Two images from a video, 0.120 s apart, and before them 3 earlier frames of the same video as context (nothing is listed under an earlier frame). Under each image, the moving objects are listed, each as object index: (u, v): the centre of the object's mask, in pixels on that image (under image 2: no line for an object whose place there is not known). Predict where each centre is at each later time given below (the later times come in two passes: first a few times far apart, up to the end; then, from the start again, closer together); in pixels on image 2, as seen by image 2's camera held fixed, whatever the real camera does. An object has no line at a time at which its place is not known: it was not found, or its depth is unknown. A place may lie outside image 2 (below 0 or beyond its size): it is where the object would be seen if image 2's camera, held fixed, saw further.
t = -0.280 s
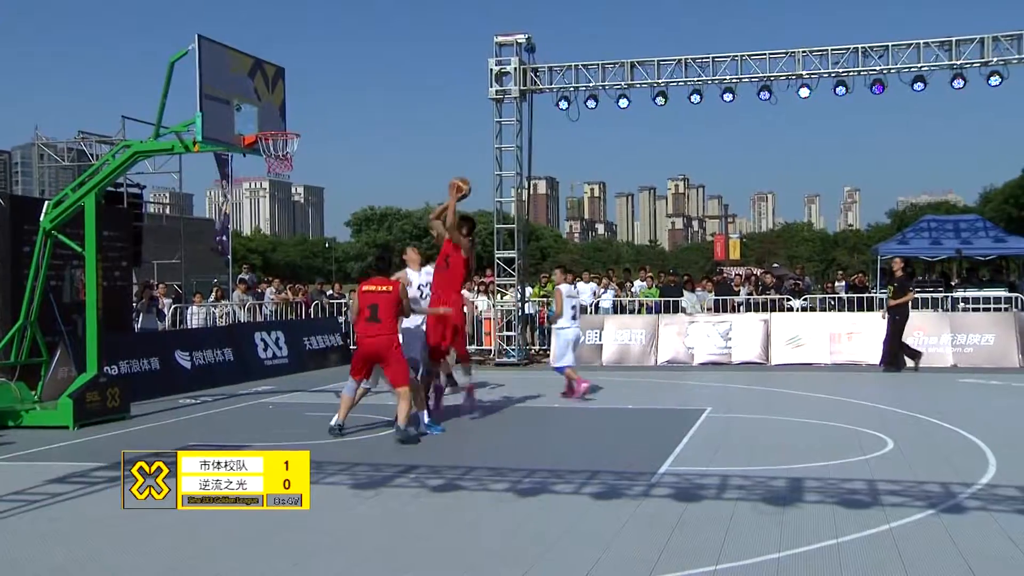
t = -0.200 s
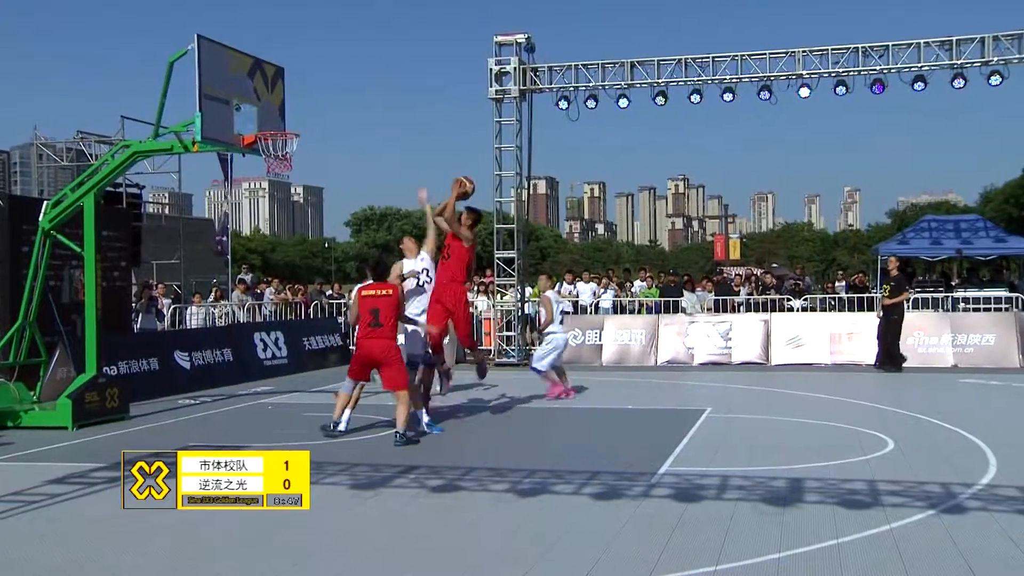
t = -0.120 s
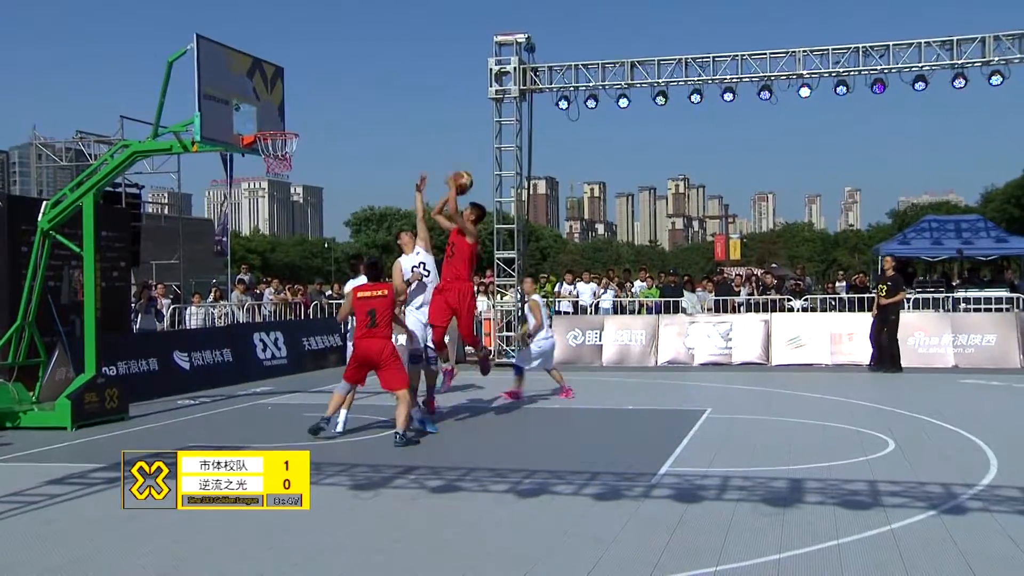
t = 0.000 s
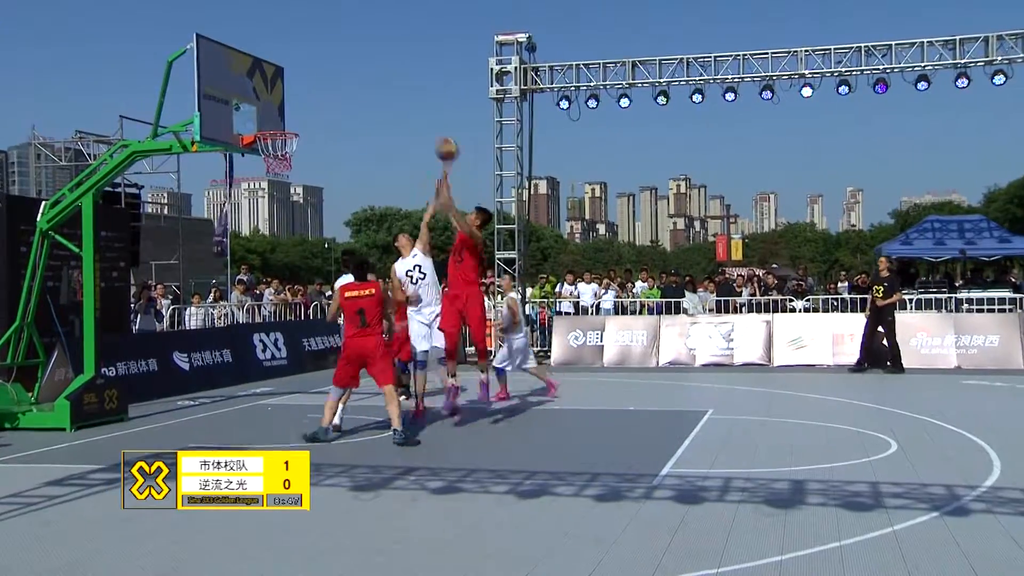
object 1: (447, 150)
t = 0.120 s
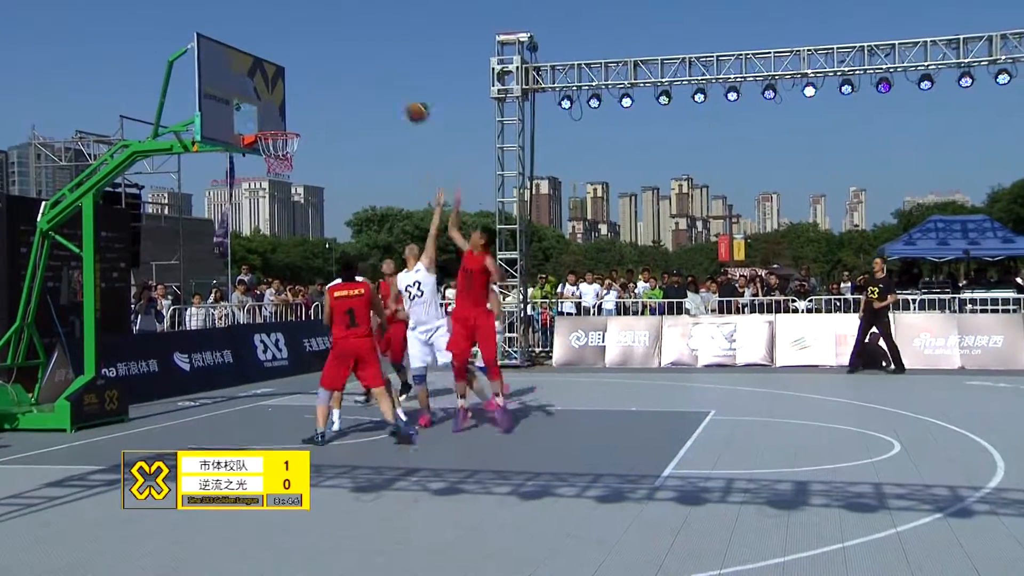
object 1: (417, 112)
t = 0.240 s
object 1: (385, 85)
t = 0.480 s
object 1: (325, 74)
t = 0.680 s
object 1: (275, 105)
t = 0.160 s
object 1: (406, 101)
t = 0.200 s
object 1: (396, 92)
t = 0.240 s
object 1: (385, 85)
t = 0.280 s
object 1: (375, 79)
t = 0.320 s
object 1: (365, 75)
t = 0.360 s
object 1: (355, 73)
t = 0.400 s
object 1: (345, 72)
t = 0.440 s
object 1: (335, 72)
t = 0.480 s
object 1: (325, 74)
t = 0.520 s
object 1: (315, 77)
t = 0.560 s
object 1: (305, 82)
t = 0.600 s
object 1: (296, 88)
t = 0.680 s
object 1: (275, 105)
